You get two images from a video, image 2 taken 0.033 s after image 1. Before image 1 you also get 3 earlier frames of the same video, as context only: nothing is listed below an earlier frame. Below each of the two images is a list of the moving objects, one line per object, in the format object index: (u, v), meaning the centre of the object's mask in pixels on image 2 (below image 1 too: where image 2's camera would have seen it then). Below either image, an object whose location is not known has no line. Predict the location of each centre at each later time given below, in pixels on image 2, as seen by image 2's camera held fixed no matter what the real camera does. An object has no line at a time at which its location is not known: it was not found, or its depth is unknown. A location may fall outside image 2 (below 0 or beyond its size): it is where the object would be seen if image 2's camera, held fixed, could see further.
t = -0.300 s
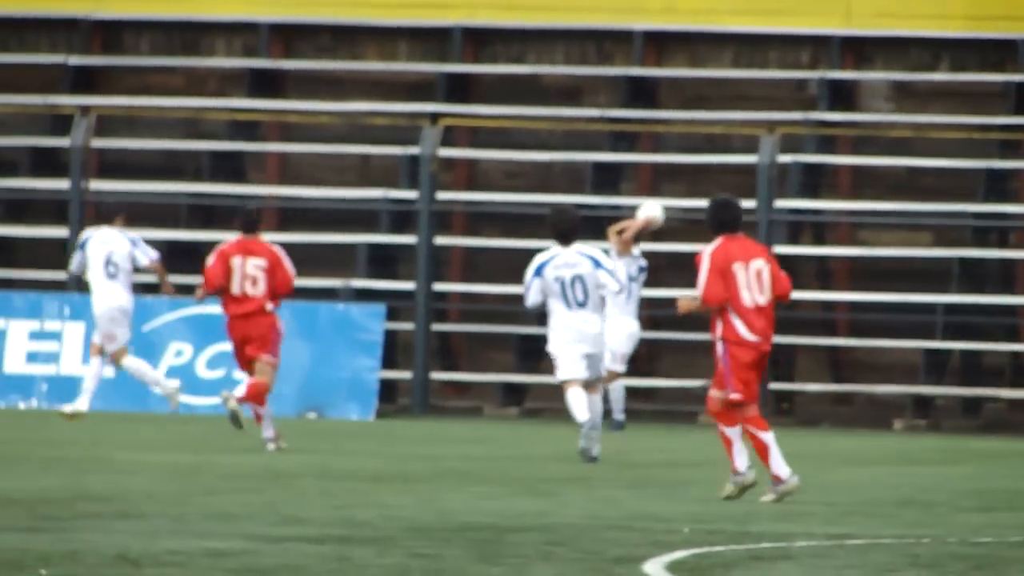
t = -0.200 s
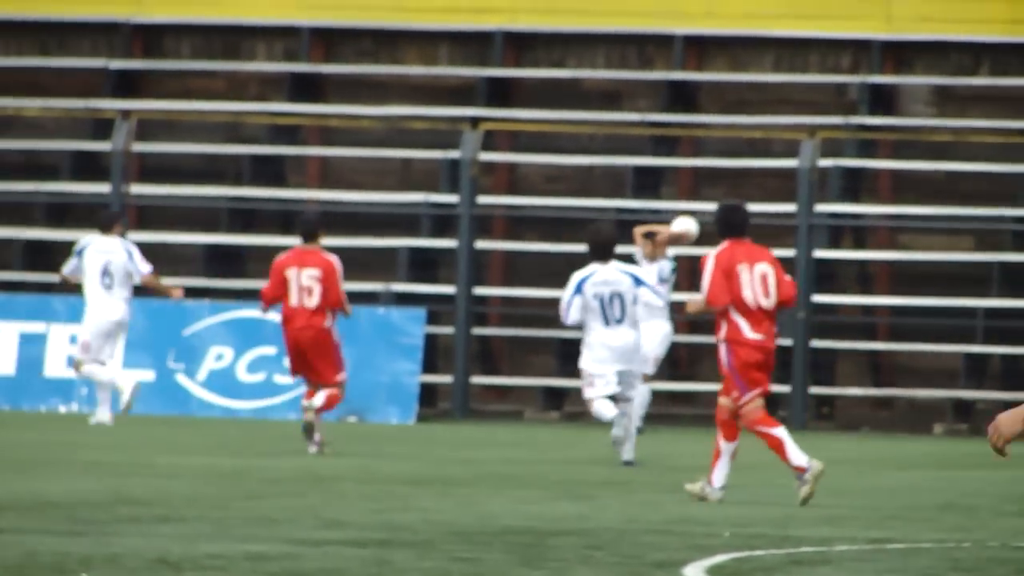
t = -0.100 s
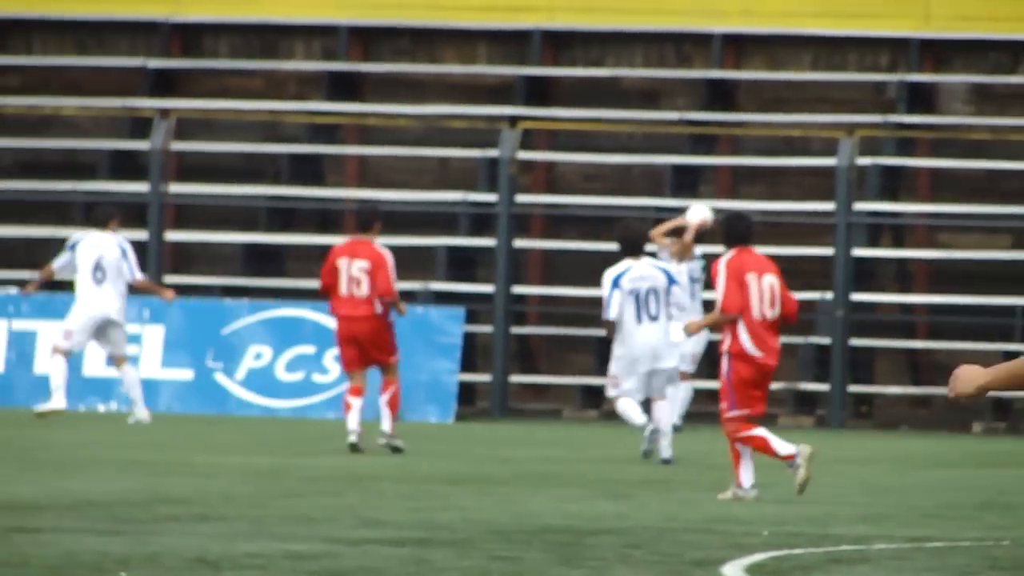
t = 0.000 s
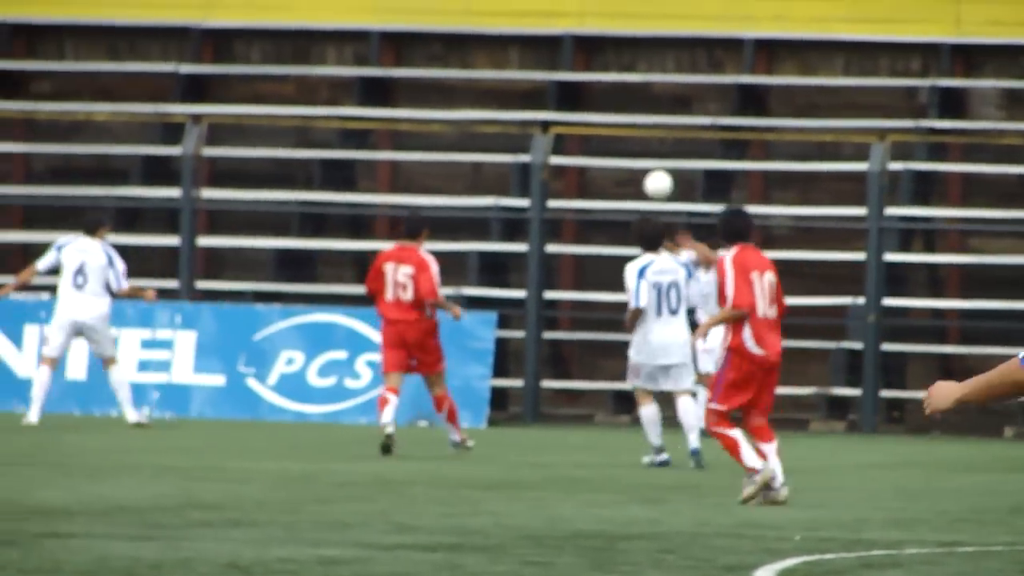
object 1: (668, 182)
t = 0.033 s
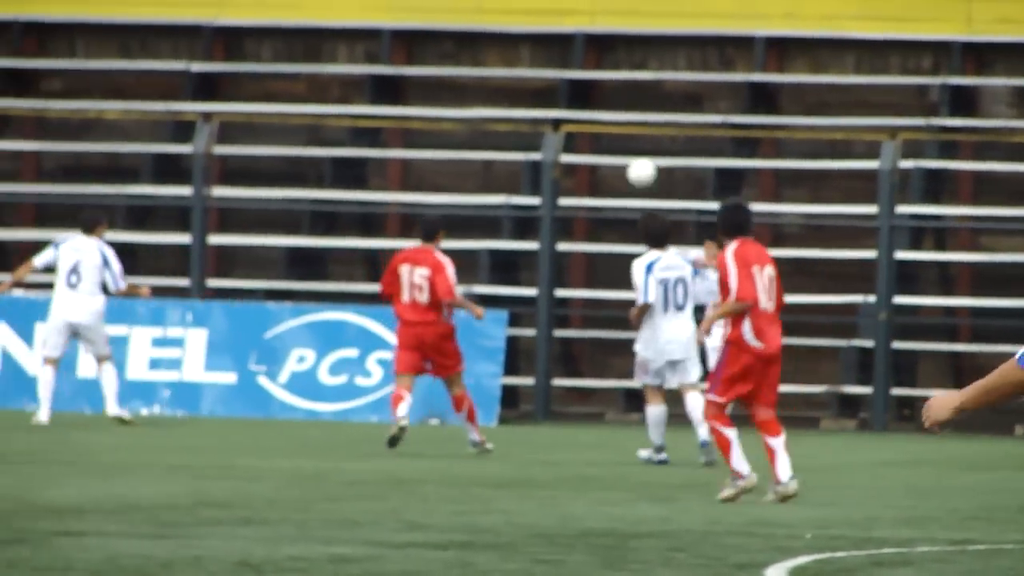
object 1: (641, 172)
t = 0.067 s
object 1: (613, 163)
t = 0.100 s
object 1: (585, 154)
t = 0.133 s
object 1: (557, 148)
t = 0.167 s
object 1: (529, 142)
